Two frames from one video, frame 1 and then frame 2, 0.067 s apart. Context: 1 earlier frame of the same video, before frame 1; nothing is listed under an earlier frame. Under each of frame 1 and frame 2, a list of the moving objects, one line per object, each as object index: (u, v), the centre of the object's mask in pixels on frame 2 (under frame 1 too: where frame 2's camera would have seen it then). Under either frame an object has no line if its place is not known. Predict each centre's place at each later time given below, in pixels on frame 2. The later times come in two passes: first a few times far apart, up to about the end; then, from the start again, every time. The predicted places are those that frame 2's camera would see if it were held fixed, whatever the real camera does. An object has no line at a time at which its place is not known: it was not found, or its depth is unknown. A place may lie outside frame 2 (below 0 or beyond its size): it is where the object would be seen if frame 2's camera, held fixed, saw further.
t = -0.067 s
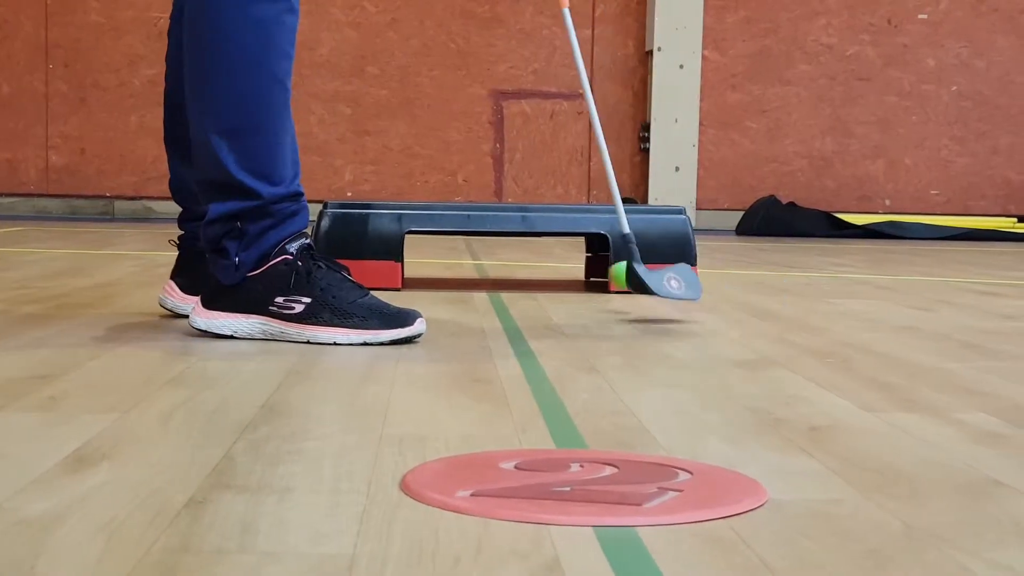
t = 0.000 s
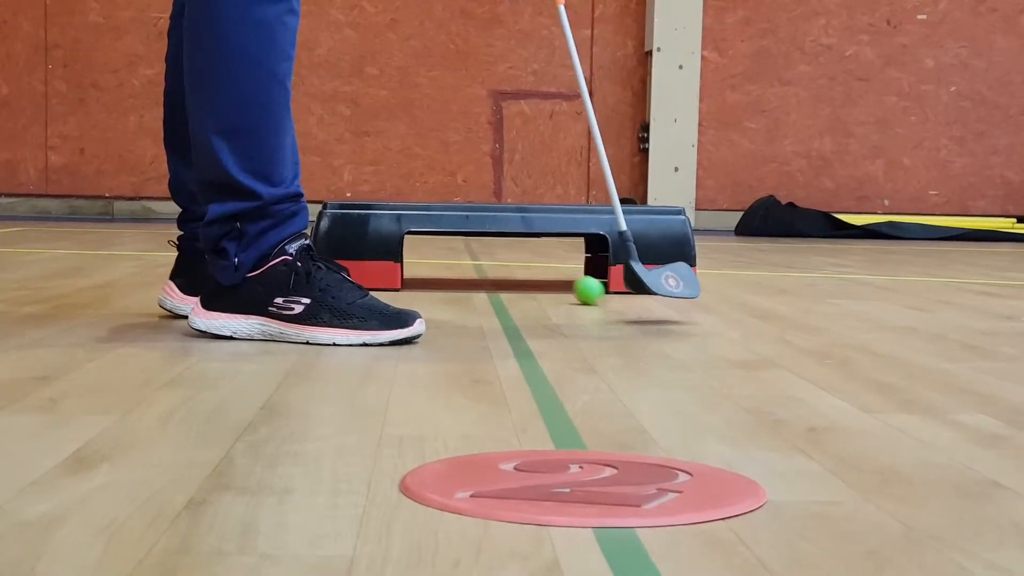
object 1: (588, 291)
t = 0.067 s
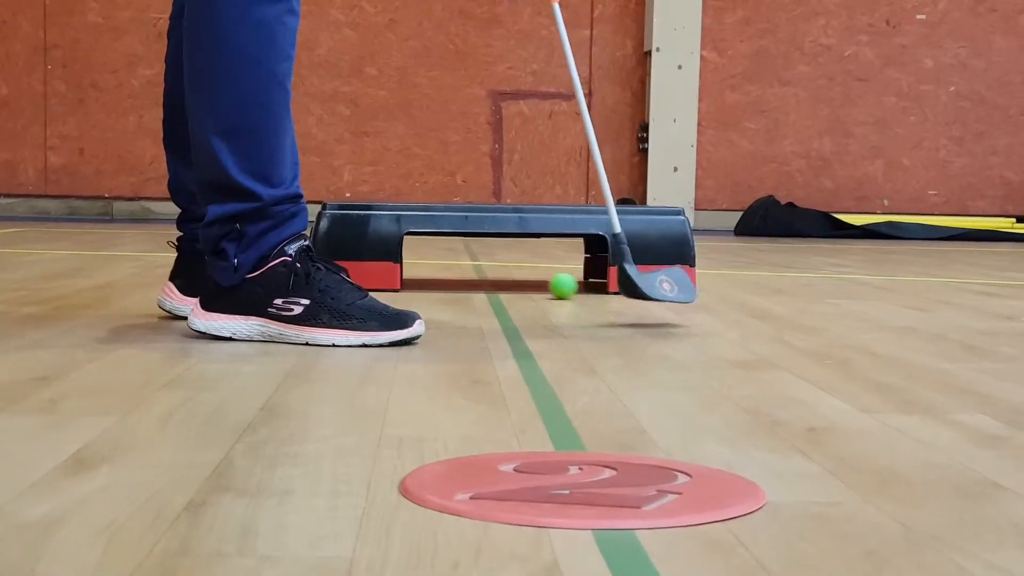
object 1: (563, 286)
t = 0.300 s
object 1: (500, 277)
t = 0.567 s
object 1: (447, 264)
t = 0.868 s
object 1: (406, 253)
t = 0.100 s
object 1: (553, 284)
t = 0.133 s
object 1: (544, 283)
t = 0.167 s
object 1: (534, 281)
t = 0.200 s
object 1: (525, 279)
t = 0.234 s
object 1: (516, 278)
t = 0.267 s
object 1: (508, 278)
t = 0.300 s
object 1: (500, 277)
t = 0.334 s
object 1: (492, 273)
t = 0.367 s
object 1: (485, 272)
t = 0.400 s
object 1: (478, 271)
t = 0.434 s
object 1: (471, 270)
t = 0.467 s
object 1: (464, 268)
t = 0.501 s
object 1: (458, 266)
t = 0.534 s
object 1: (452, 265)
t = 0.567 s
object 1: (447, 264)
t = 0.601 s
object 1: (441, 262)
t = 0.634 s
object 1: (436, 261)
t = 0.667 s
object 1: (431, 261)
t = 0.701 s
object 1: (426, 259)
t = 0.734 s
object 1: (420, 258)
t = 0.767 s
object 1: (416, 257)
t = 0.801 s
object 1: (411, 256)
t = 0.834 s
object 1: (408, 254)
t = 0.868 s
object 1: (406, 253)
